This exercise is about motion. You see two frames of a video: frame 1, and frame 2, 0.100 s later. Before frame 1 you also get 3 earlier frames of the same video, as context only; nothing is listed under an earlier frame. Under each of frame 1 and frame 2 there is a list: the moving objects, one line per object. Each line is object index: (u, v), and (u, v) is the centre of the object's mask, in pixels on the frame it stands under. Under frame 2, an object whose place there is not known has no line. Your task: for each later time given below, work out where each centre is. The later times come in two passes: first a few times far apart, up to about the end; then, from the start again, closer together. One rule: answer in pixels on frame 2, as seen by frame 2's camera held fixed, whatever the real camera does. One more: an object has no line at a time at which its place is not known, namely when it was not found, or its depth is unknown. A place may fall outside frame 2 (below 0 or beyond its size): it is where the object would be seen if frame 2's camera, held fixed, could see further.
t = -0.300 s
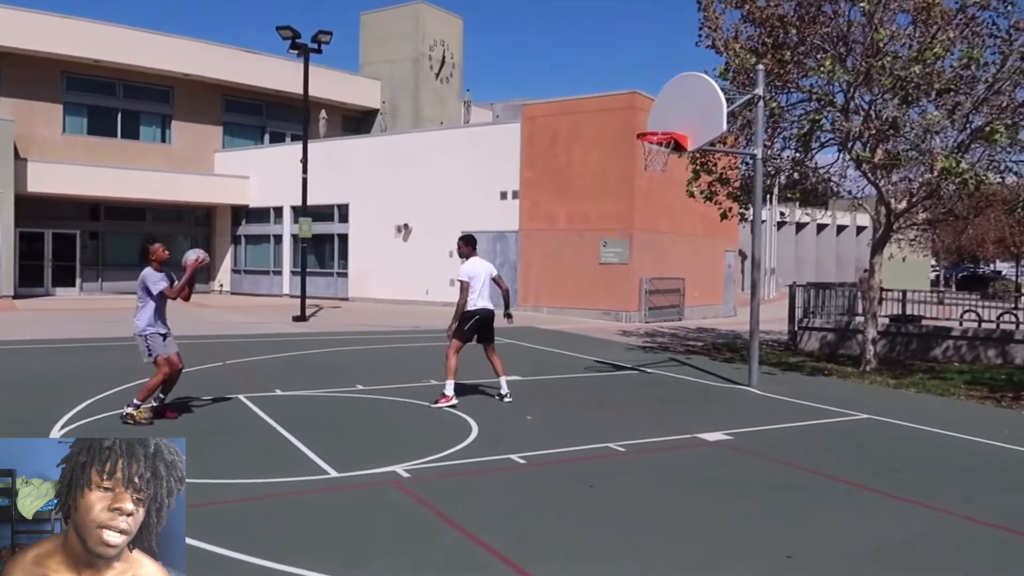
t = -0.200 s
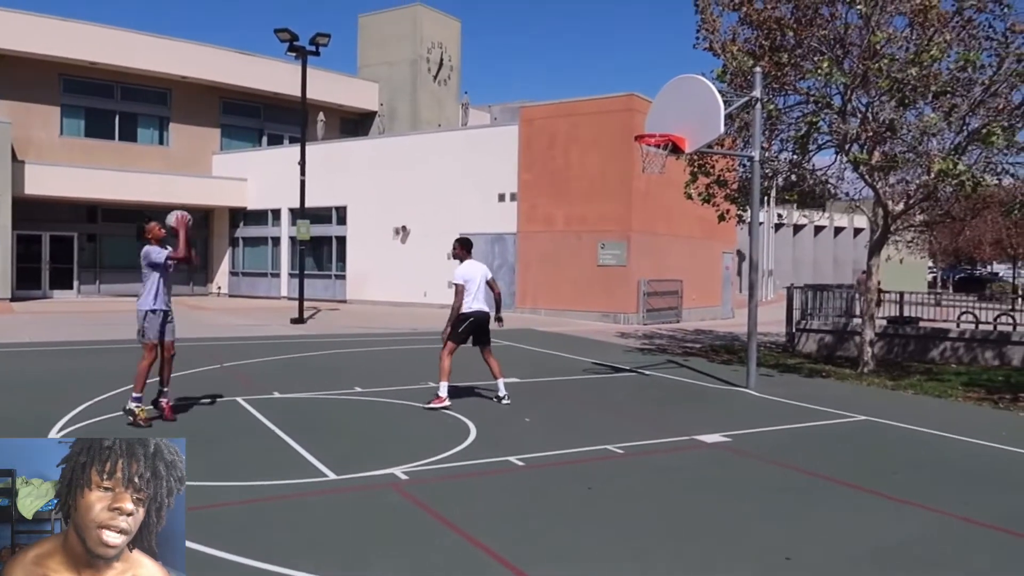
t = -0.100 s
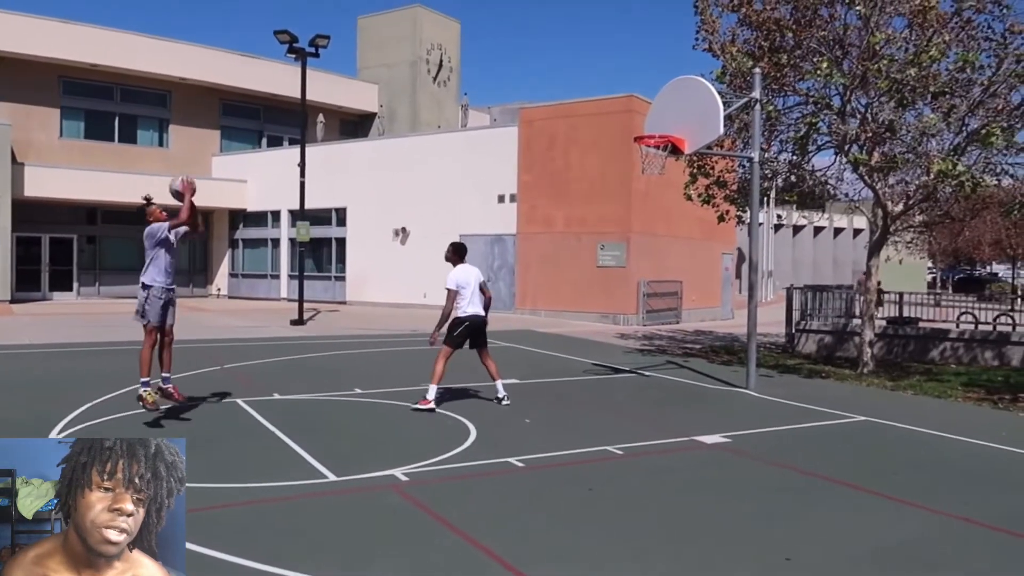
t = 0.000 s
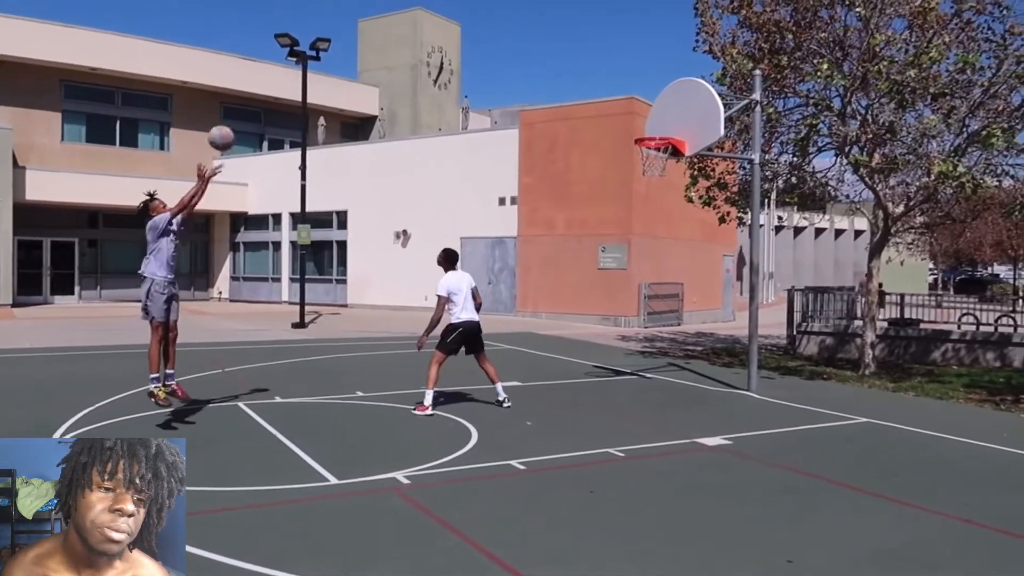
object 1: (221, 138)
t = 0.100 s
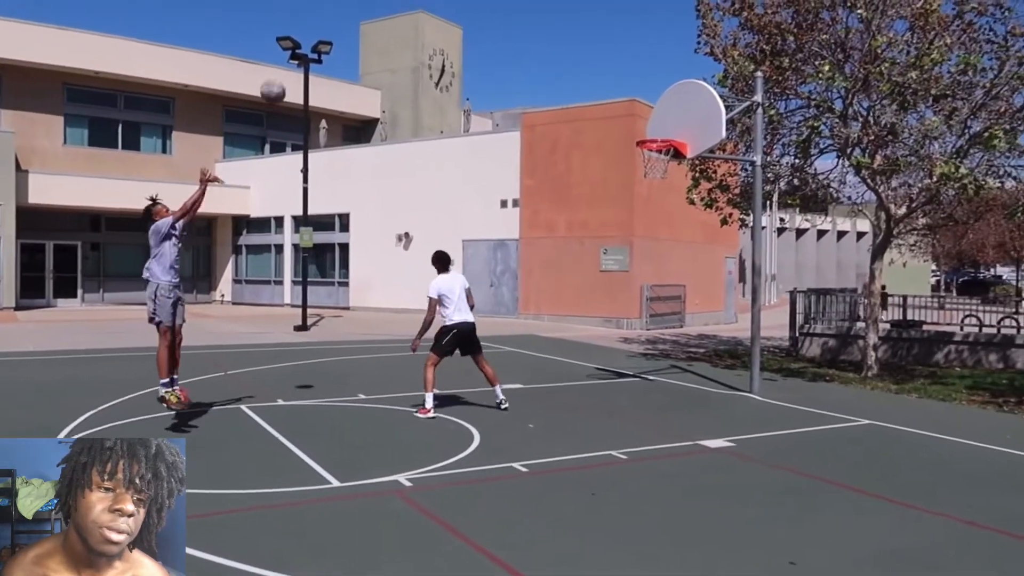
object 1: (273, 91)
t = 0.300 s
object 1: (366, 27)
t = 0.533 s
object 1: (467, 5)
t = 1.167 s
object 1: (655, 154)
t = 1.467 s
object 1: (647, 165)
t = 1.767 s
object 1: (650, 259)
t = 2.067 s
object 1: (658, 389)
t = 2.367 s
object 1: (675, 278)
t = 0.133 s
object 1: (289, 78)
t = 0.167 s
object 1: (305, 65)
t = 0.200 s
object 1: (320, 53)
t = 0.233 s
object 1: (336, 43)
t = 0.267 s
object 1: (351, 35)
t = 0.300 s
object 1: (366, 27)
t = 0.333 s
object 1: (381, 21)
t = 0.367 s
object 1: (396, 15)
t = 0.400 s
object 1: (411, 11)
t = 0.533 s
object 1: (467, 5)
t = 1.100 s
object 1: (662, 149)
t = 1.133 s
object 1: (662, 150)
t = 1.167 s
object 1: (655, 154)
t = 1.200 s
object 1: (648, 158)
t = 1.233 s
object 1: (644, 159)
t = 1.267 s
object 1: (642, 159)
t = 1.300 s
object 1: (642, 159)
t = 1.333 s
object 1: (641, 160)
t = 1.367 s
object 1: (642, 161)
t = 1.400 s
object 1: (643, 162)
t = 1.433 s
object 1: (646, 163)
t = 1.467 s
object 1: (647, 165)
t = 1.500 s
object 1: (646, 178)
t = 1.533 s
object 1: (647, 184)
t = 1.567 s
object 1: (646, 192)
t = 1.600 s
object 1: (646, 201)
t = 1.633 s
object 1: (647, 210)
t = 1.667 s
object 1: (647, 221)
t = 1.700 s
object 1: (648, 232)
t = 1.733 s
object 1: (649, 246)
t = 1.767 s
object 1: (650, 259)
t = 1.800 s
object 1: (651, 273)
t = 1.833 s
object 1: (651, 289)
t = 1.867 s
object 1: (652, 305)
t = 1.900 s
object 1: (653, 324)
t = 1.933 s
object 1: (652, 343)
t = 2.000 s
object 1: (655, 385)
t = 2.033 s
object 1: (656, 405)
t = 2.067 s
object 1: (658, 389)
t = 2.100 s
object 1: (660, 373)
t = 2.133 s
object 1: (662, 357)
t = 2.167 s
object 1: (662, 343)
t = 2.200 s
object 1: (665, 330)
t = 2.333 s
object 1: (673, 287)
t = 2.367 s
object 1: (675, 278)
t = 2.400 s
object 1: (676, 271)
